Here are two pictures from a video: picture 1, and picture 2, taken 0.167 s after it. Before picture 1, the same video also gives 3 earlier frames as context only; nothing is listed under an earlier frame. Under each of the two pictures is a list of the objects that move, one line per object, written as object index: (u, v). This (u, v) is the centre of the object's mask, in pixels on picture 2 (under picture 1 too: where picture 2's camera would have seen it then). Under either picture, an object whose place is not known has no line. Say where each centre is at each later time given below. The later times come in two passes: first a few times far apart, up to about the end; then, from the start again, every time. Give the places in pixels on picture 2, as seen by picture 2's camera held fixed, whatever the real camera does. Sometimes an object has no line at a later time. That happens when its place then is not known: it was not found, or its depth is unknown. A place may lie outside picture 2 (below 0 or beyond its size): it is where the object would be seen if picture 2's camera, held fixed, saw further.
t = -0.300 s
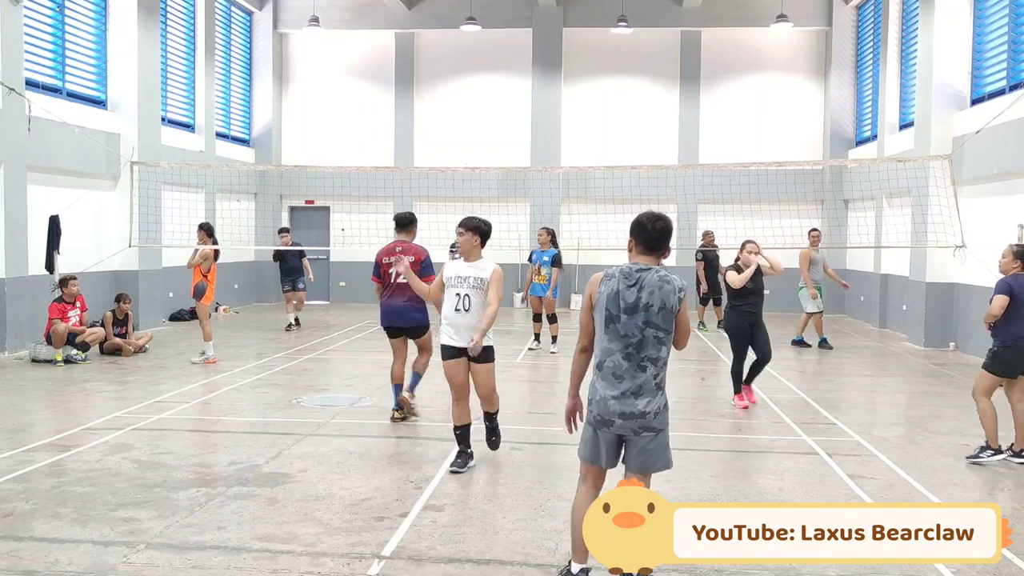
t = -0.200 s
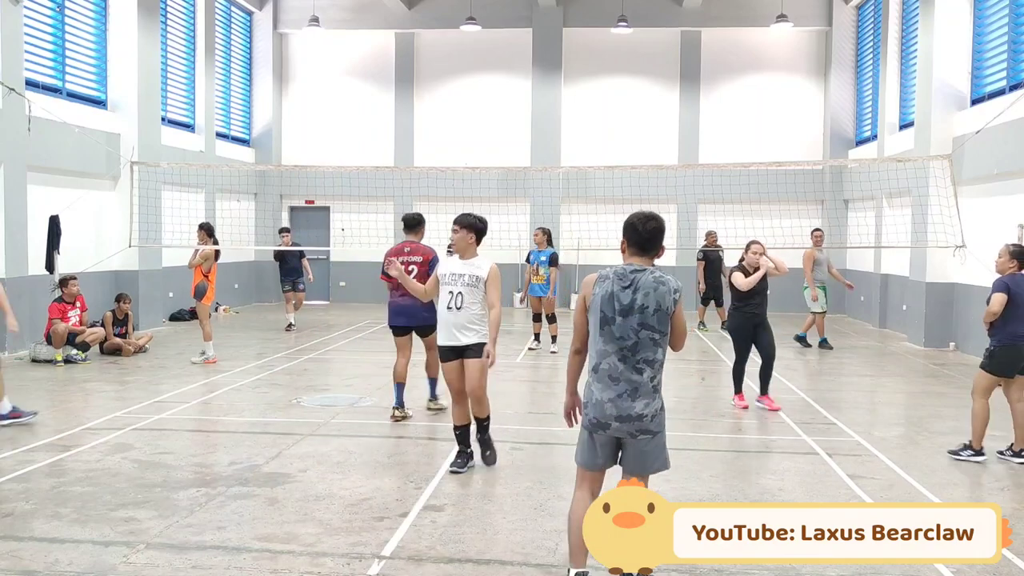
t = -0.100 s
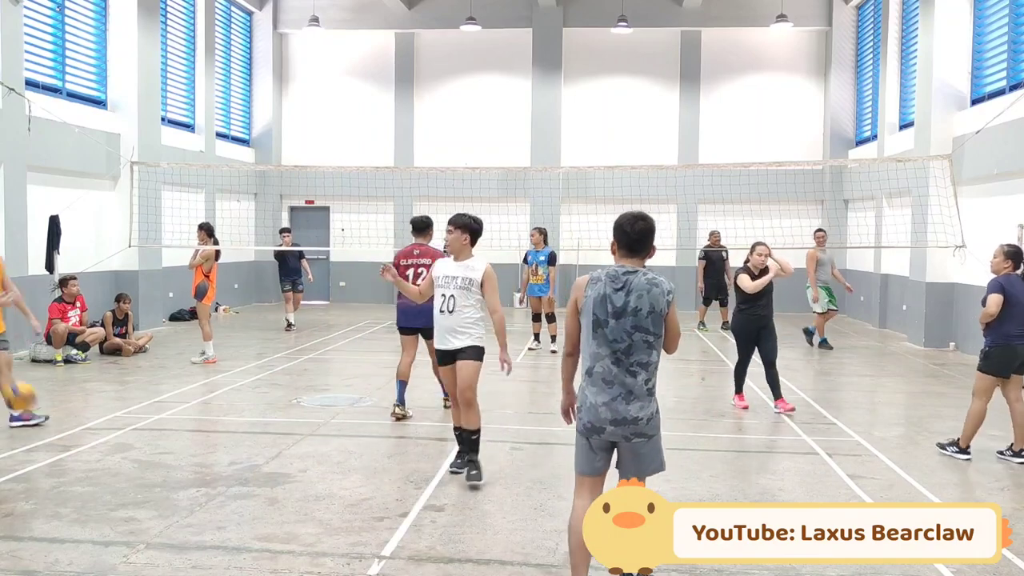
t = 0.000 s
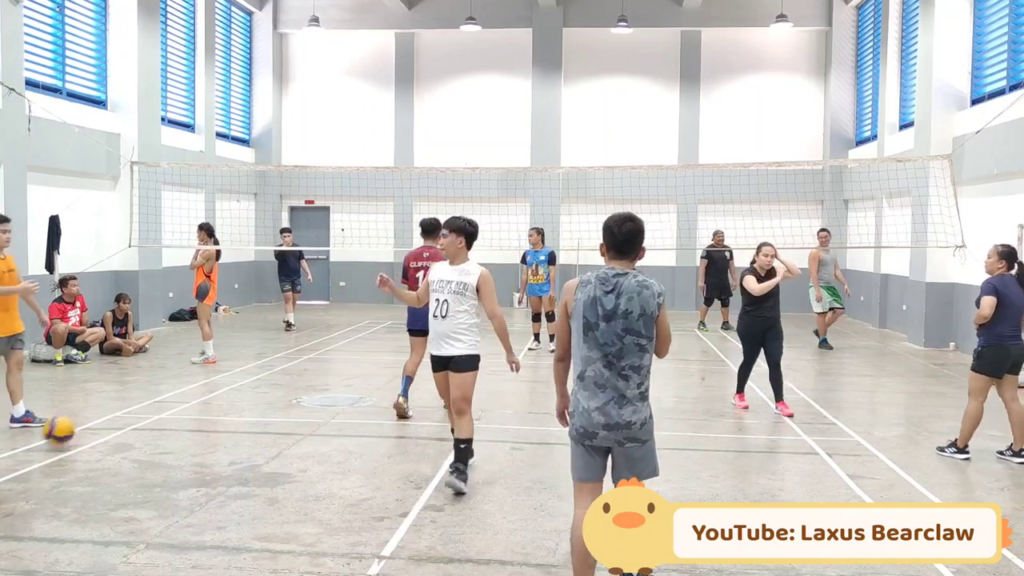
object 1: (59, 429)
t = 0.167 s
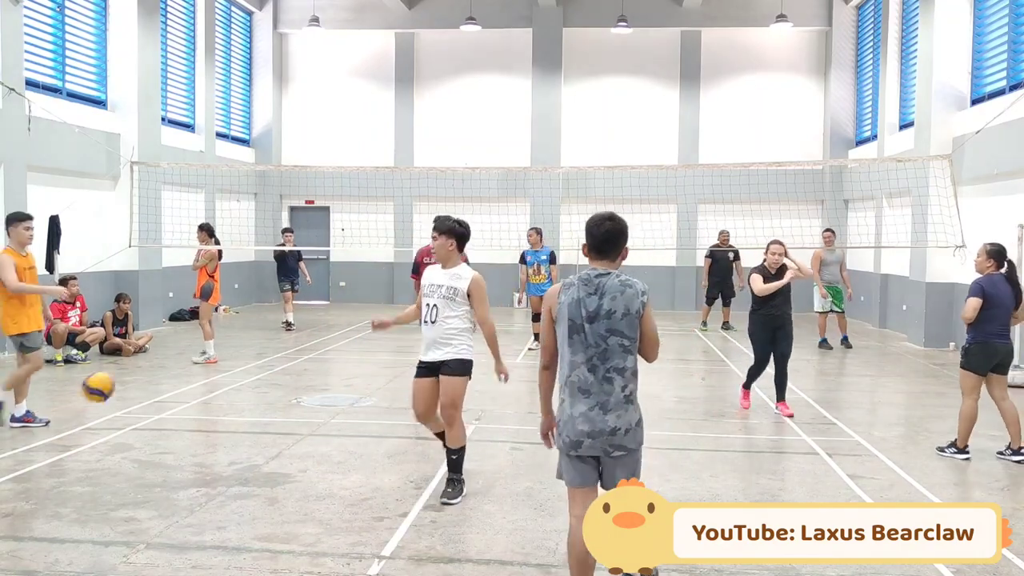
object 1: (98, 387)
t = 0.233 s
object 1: (114, 379)
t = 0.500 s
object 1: (185, 413)
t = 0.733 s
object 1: (255, 433)
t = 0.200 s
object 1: (106, 382)
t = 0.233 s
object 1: (114, 379)
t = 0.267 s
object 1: (123, 377)
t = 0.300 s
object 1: (131, 377)
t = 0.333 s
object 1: (140, 379)
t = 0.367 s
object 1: (149, 383)
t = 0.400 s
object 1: (158, 387)
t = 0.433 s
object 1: (166, 394)
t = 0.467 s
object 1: (176, 402)
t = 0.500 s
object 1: (185, 413)
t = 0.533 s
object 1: (195, 425)
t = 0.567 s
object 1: (204, 439)
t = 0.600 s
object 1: (214, 454)
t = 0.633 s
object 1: (224, 462)
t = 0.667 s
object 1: (235, 451)
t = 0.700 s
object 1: (245, 442)
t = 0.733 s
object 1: (255, 433)
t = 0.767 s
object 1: (265, 427)
